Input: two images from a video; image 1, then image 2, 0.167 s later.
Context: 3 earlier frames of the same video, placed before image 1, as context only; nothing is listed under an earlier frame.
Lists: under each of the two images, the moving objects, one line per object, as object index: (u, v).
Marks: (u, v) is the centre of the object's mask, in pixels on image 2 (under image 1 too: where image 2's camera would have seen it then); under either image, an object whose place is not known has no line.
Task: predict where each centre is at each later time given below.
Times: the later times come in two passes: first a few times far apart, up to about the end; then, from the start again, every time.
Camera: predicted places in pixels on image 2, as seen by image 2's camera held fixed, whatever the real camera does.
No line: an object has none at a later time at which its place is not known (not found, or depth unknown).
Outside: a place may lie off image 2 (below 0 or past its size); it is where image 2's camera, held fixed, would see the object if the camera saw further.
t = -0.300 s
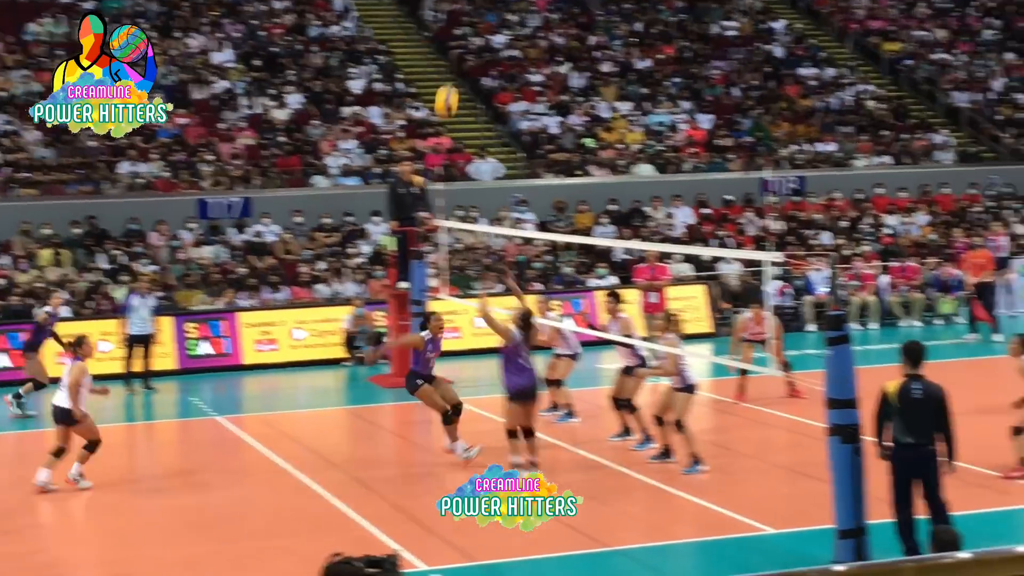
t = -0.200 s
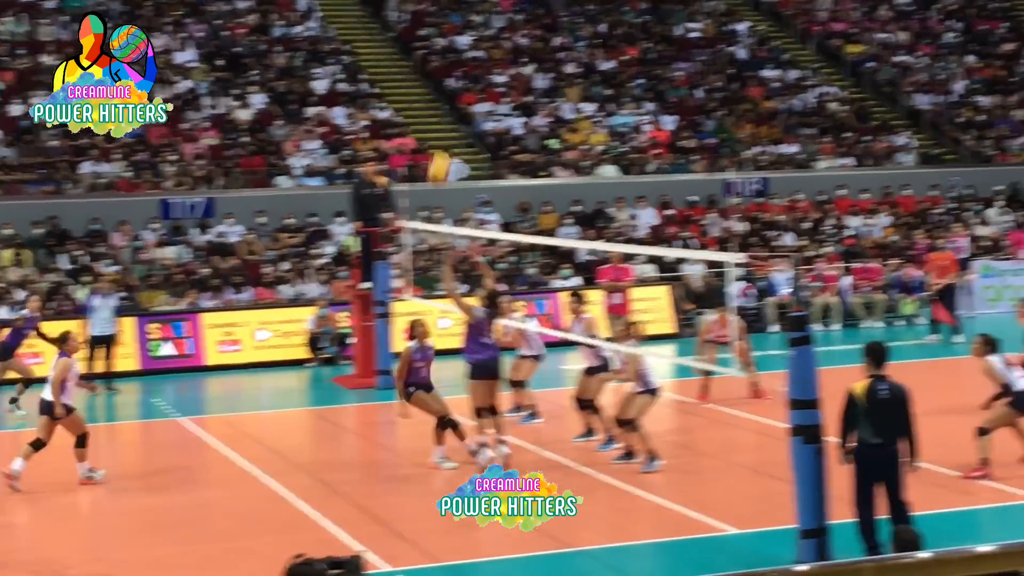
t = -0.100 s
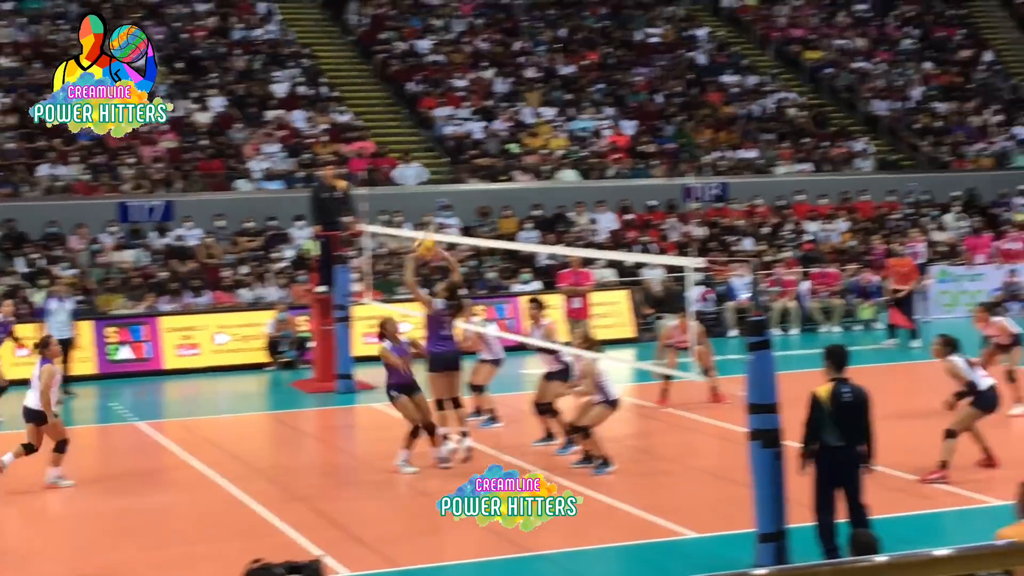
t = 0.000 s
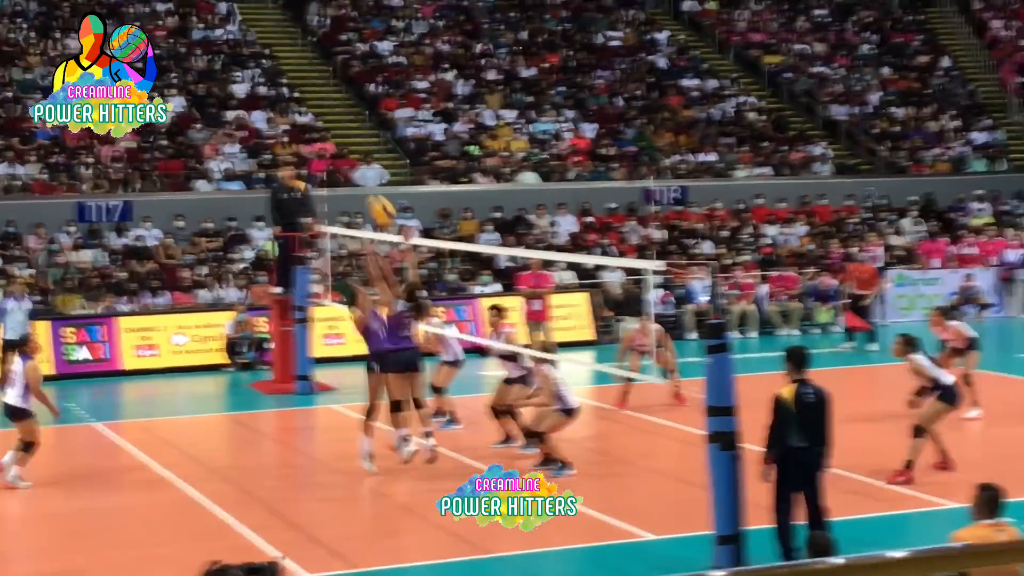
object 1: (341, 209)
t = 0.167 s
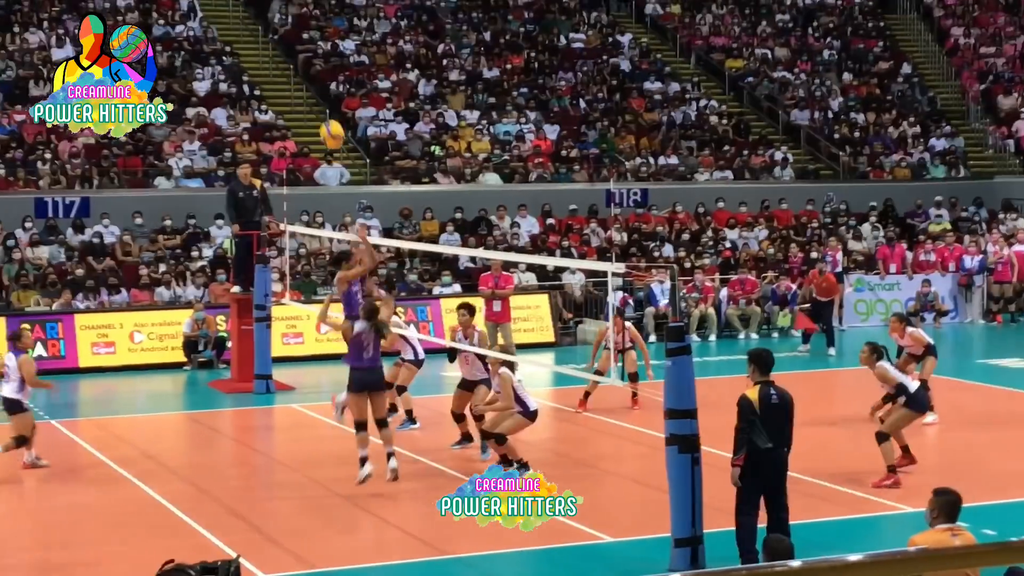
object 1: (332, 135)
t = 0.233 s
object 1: (327, 112)
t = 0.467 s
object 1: (312, 70)
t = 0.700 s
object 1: (299, 86)
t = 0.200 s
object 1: (330, 122)
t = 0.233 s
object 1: (327, 112)
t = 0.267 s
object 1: (325, 102)
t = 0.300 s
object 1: (323, 94)
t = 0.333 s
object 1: (321, 87)
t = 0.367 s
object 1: (319, 81)
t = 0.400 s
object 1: (317, 76)
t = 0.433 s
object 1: (315, 73)
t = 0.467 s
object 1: (312, 70)
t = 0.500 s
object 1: (311, 69)
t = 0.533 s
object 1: (309, 69)
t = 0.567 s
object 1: (307, 70)
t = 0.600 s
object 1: (304, 72)
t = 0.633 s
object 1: (303, 75)
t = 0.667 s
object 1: (301, 80)
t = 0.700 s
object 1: (299, 86)
